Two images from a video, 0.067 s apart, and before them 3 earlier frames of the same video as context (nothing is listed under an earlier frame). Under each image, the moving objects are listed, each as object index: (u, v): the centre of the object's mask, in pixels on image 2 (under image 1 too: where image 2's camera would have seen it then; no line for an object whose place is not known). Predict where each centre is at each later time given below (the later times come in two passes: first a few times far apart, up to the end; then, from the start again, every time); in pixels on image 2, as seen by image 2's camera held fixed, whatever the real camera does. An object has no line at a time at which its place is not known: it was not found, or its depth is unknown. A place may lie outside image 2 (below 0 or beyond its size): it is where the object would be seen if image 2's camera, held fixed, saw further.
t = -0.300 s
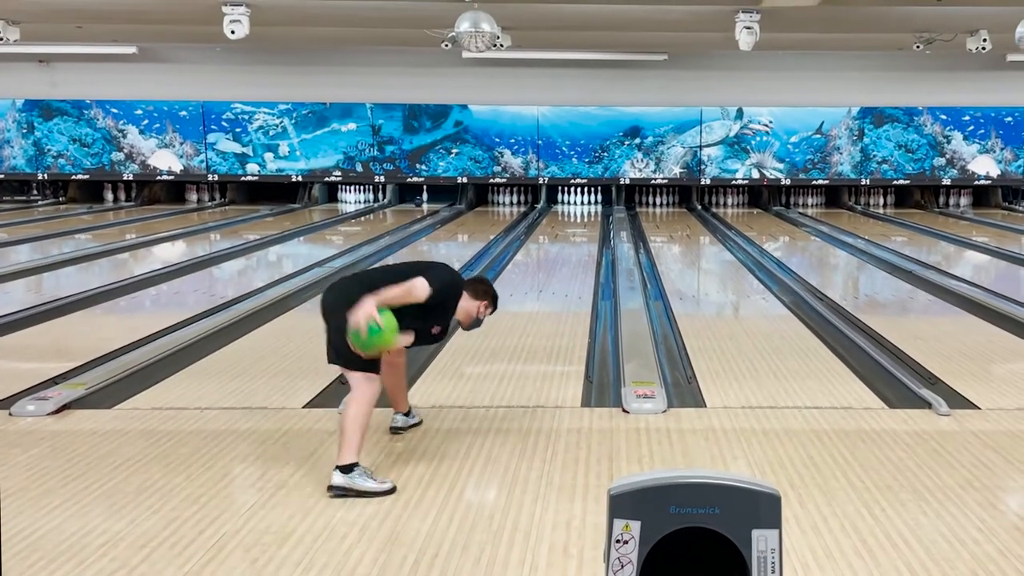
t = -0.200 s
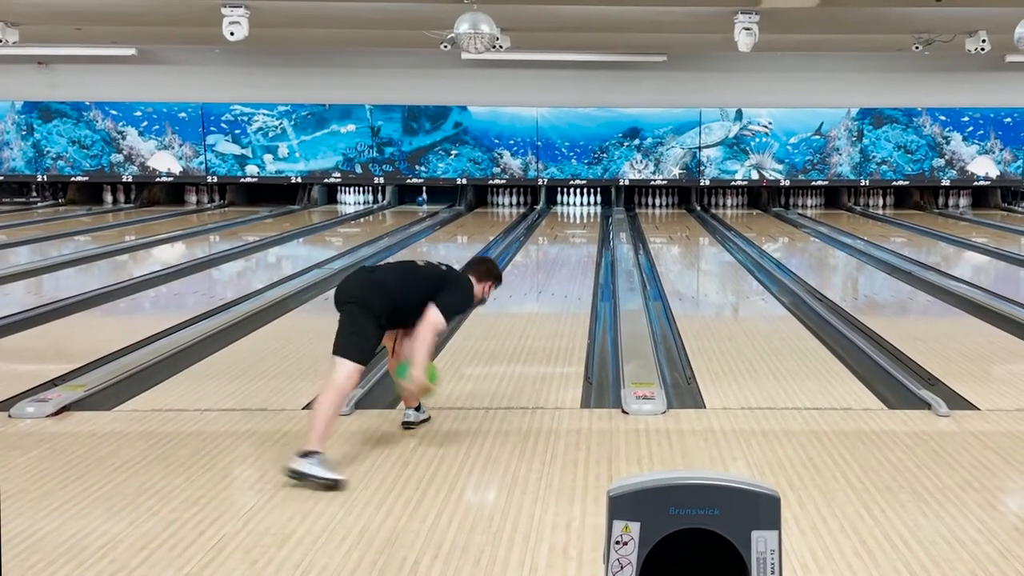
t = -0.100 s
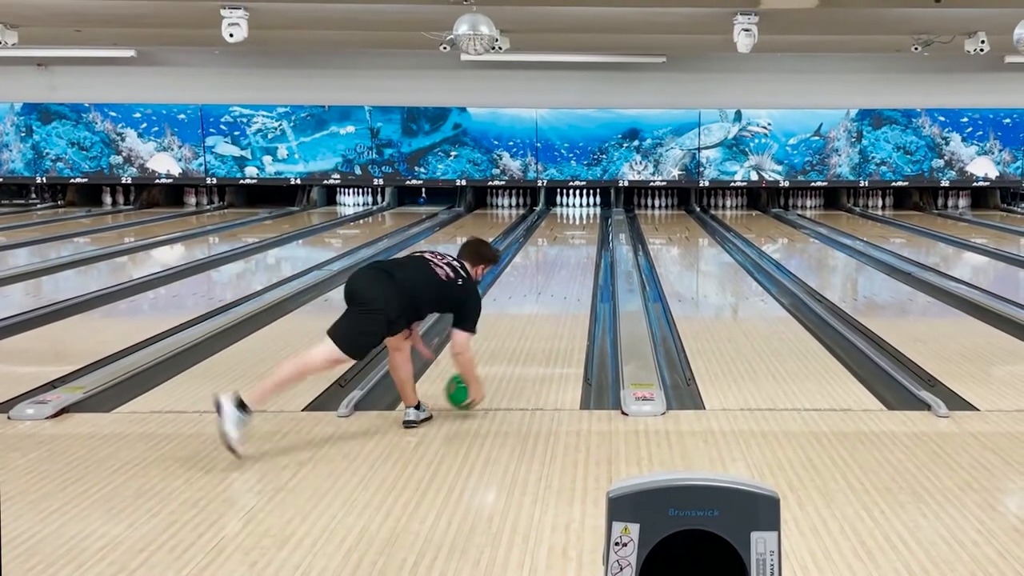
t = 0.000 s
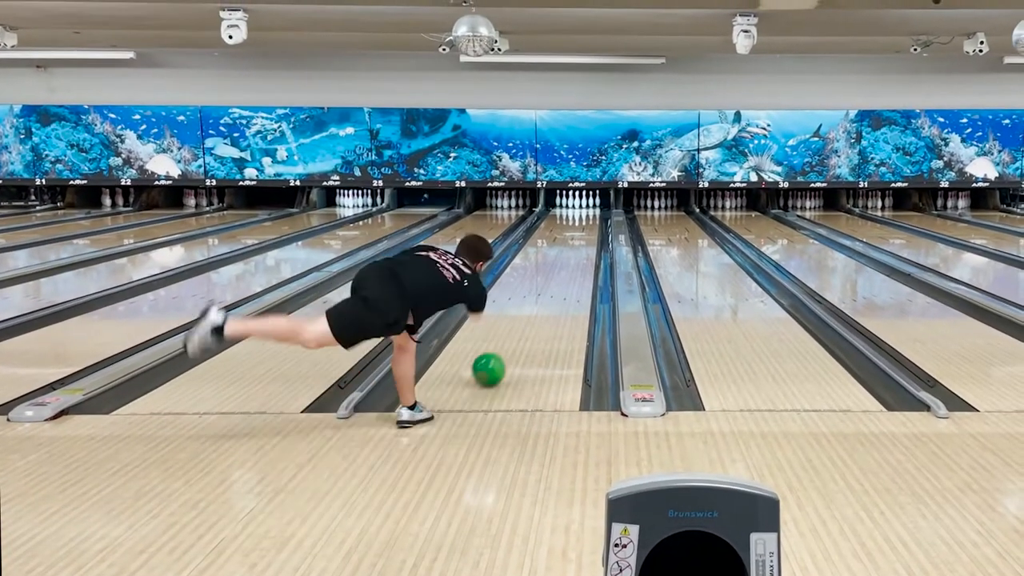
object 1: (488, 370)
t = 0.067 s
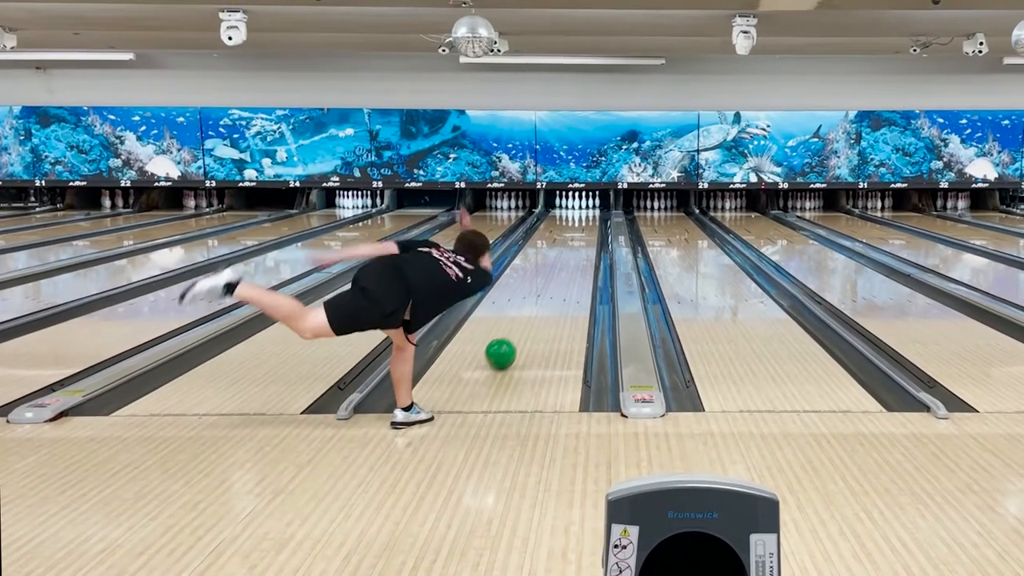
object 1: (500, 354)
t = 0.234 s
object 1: (524, 321)
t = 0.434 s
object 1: (545, 296)
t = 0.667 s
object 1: (560, 270)
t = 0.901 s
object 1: (571, 253)
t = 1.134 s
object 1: (579, 240)
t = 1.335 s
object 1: (585, 231)
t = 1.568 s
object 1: (588, 223)
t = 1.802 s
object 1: (588, 216)
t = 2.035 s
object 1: (584, 210)
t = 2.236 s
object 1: (580, 206)
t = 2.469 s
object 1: (581, 203)
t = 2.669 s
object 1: (581, 204)
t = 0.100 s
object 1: (506, 346)
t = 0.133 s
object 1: (511, 339)
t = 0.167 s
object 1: (516, 333)
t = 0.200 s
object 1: (520, 327)
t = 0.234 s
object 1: (524, 321)
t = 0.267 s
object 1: (528, 315)
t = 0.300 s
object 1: (532, 310)
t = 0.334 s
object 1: (535, 306)
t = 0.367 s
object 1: (538, 301)
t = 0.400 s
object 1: (541, 297)
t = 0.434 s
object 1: (545, 296)
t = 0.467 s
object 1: (547, 289)
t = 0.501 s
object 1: (549, 285)
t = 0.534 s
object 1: (552, 283)
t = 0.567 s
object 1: (554, 279)
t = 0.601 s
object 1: (556, 276)
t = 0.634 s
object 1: (558, 273)
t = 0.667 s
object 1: (560, 270)
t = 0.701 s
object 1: (562, 267)
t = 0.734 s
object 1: (564, 264)
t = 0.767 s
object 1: (565, 262)
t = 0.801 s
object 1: (567, 260)
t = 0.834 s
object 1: (569, 257)
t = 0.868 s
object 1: (570, 255)
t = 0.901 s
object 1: (571, 253)
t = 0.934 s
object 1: (573, 251)
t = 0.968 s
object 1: (574, 249)
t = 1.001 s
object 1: (575, 247)
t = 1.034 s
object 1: (576, 245)
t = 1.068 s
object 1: (577, 243)
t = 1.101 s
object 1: (579, 241)
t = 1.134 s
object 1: (579, 240)
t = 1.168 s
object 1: (580, 238)
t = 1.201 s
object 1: (581, 237)
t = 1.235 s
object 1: (582, 235)
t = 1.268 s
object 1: (583, 234)
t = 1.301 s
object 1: (584, 233)
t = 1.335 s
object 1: (585, 231)
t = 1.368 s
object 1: (585, 230)
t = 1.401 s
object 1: (586, 229)
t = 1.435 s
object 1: (586, 228)
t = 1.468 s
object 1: (587, 226)
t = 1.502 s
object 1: (587, 225)
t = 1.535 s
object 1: (588, 224)
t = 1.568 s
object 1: (588, 223)
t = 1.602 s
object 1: (588, 222)
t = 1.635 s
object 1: (588, 220)
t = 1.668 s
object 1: (588, 220)
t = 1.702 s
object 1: (588, 218)
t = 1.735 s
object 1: (588, 218)
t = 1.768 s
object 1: (588, 217)
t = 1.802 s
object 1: (588, 216)
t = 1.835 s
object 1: (588, 215)
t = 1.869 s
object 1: (588, 215)
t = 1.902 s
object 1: (587, 214)
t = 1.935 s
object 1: (587, 213)
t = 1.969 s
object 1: (586, 212)
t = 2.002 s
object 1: (585, 211)
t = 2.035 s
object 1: (584, 210)
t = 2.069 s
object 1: (584, 210)
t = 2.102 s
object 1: (583, 209)
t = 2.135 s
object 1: (582, 208)
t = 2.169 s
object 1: (582, 208)
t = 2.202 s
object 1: (581, 207)
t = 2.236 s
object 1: (580, 206)
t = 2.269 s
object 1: (580, 205)
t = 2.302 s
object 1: (580, 205)
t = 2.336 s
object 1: (580, 205)
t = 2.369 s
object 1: (579, 204)
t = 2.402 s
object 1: (580, 204)
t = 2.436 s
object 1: (580, 203)
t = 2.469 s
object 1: (581, 203)
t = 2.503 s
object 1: (581, 202)
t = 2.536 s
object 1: (581, 202)
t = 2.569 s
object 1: (581, 203)
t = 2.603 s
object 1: (581, 203)
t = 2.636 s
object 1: (581, 203)
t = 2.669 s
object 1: (581, 204)
